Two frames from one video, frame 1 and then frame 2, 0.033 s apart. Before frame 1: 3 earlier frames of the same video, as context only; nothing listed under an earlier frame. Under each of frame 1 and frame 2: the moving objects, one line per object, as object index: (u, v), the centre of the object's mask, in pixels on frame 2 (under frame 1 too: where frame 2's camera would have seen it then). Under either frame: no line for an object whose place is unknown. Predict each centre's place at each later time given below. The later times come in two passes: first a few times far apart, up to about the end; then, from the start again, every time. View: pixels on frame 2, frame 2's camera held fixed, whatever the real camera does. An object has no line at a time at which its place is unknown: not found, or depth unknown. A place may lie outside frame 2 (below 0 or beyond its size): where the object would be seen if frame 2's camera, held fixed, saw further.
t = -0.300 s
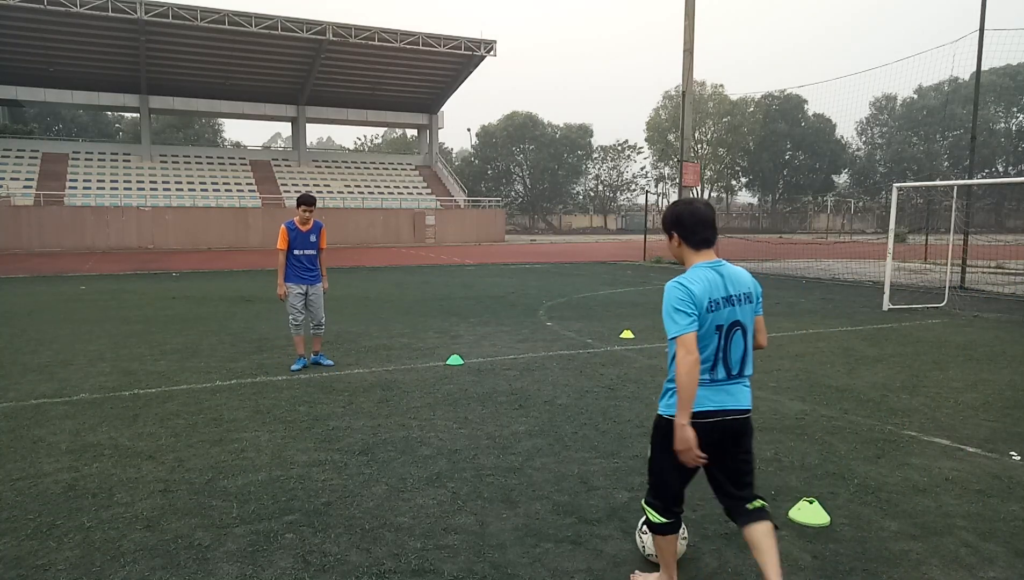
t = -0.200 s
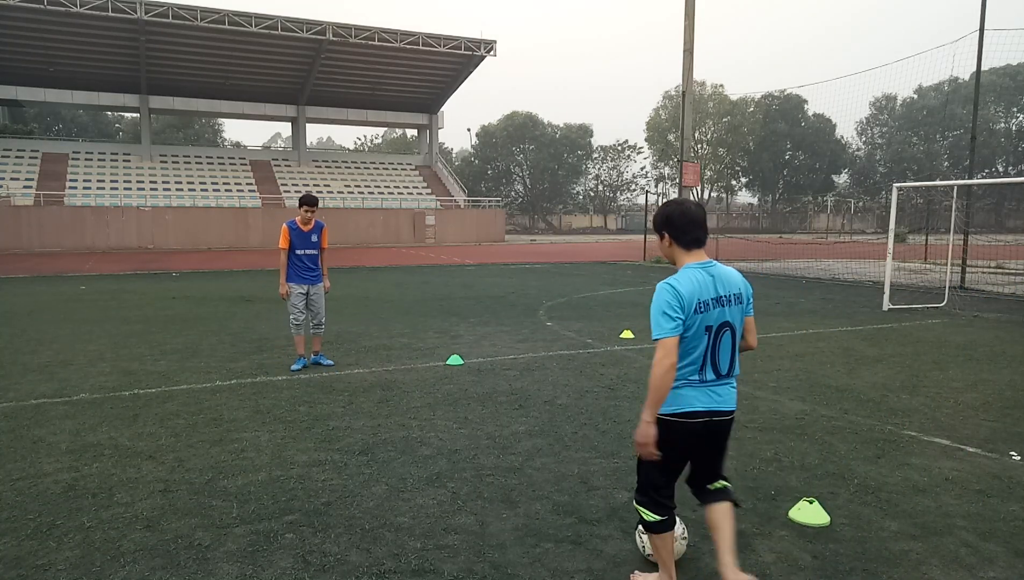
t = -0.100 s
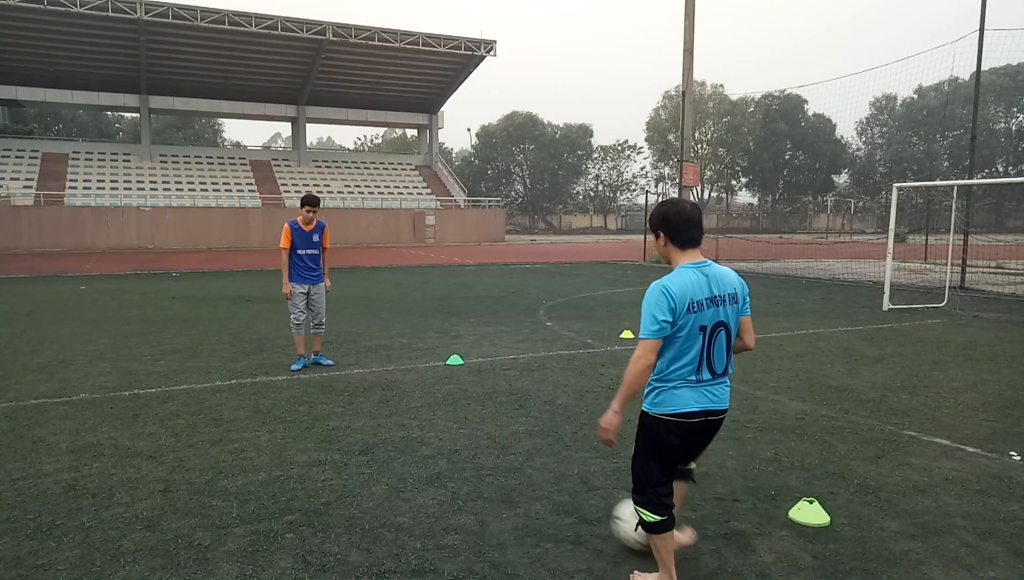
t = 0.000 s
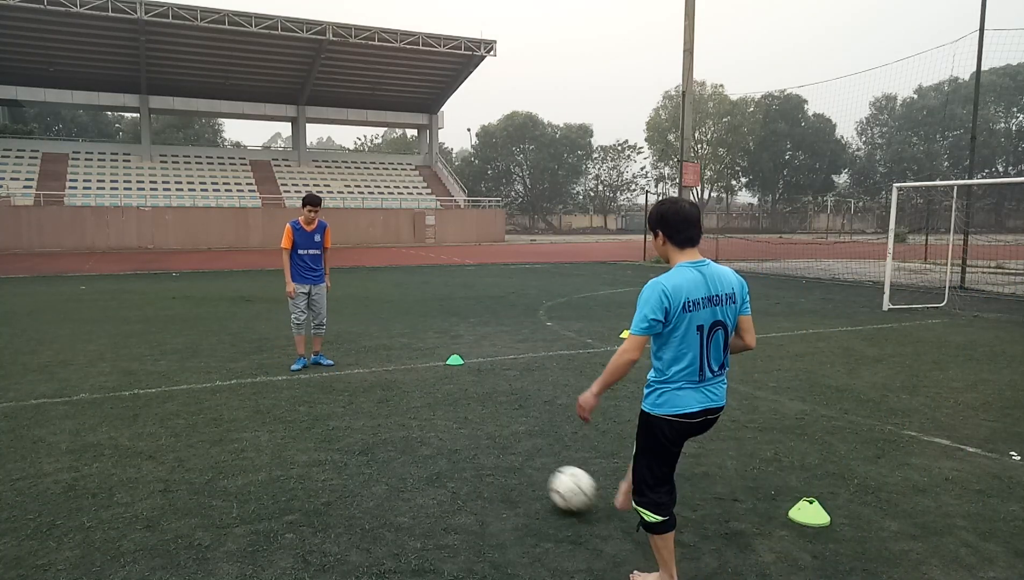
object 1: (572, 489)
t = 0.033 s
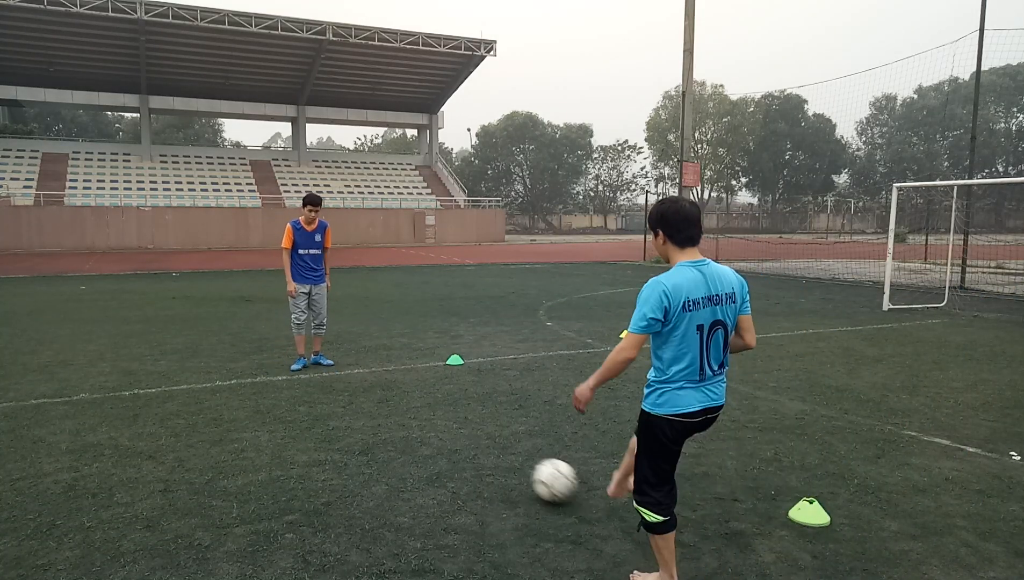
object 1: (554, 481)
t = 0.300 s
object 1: (460, 434)
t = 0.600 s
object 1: (402, 402)
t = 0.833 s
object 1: (368, 384)
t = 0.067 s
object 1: (537, 473)
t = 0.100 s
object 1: (523, 465)
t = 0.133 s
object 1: (510, 459)
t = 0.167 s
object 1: (498, 453)
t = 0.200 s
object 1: (487, 448)
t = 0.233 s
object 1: (478, 443)
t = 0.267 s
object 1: (469, 438)
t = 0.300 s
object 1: (460, 434)
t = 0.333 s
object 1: (453, 429)
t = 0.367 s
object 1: (445, 425)
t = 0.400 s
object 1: (438, 421)
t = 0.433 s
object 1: (431, 418)
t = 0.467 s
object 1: (425, 414)
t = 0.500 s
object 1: (419, 411)
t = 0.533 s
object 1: (413, 407)
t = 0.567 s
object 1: (407, 405)
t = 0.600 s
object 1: (402, 402)
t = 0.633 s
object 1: (397, 399)
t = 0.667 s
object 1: (391, 396)
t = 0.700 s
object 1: (386, 394)
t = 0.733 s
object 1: (381, 391)
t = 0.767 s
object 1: (377, 389)
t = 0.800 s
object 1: (372, 387)
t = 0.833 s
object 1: (368, 384)
